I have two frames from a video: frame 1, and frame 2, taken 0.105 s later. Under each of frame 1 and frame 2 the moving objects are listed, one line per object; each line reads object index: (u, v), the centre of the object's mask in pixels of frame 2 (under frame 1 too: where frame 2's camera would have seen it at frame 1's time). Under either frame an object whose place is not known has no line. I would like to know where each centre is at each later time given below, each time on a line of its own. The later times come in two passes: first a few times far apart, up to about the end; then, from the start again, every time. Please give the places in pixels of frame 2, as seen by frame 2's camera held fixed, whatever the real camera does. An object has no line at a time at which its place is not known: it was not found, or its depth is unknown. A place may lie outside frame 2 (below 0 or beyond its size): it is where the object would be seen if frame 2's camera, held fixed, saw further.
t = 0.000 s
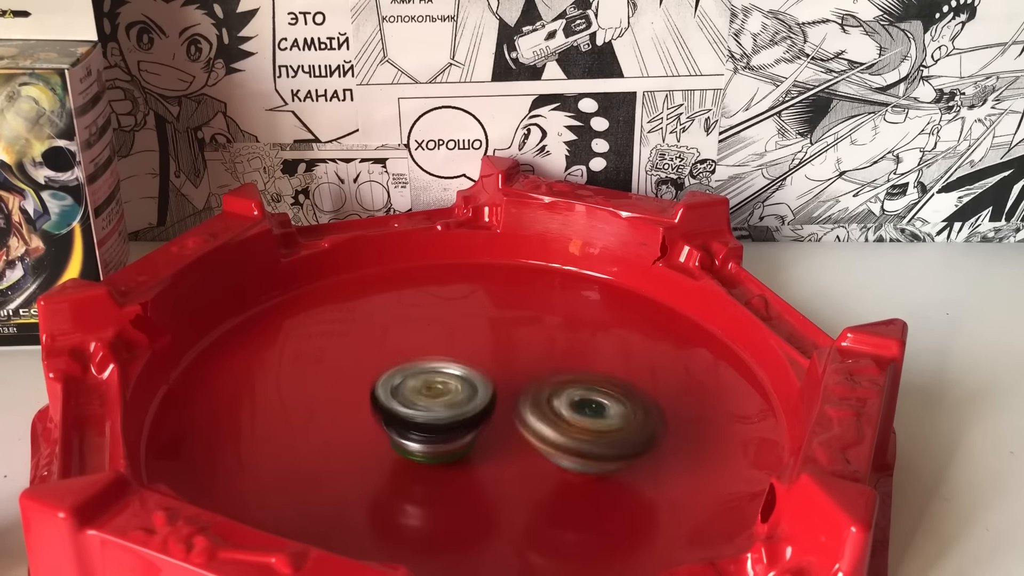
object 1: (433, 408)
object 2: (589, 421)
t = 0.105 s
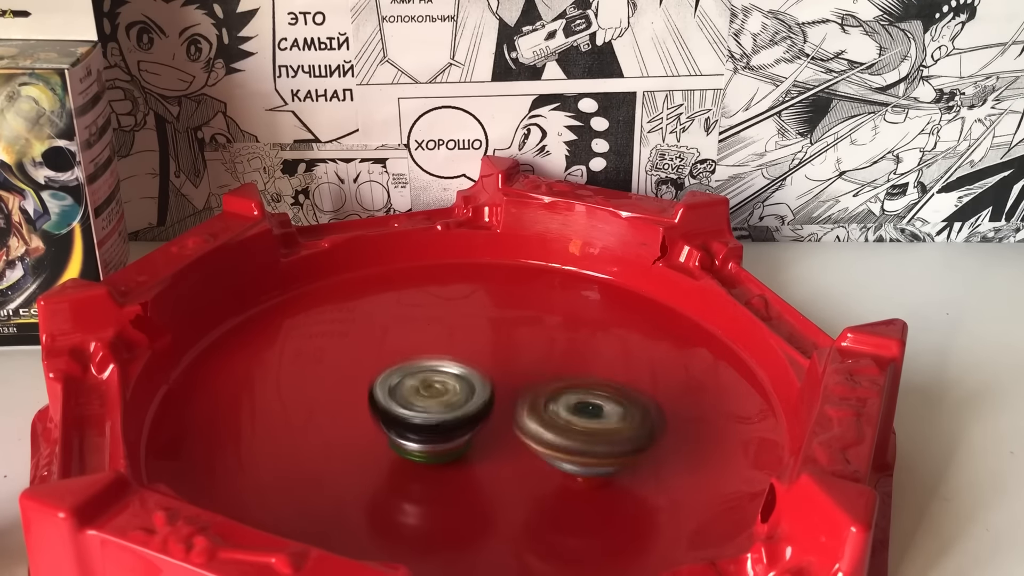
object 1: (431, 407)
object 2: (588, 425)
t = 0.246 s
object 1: (432, 407)
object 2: (586, 425)
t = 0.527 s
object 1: (441, 410)
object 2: (578, 427)
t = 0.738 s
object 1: (425, 413)
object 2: (580, 427)
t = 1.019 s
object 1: (408, 404)
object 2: (569, 428)
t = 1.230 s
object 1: (417, 395)
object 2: (561, 433)
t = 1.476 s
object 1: (434, 398)
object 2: (555, 434)
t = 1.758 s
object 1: (420, 406)
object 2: (551, 436)
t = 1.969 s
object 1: (403, 409)
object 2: (550, 434)
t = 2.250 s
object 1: (392, 398)
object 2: (540, 433)
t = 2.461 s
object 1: (408, 391)
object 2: (534, 433)
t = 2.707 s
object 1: (416, 393)
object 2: (541, 436)
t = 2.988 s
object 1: (410, 394)
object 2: (537, 427)
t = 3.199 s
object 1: (399, 392)
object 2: (530, 423)
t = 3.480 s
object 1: (401, 386)
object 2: (522, 424)
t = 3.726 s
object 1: (391, 383)
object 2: (531, 422)
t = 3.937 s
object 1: (393, 379)
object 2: (523, 412)
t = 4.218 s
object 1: (385, 375)
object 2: (524, 405)
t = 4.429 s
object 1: (390, 375)
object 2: (518, 410)
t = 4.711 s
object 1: (389, 386)
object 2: (527, 408)
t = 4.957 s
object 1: (372, 389)
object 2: (529, 399)
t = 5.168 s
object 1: (372, 391)
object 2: (527, 399)
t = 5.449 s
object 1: (381, 402)
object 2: (529, 410)
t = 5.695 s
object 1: (380, 417)
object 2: (533, 408)
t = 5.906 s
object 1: (375, 424)
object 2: (529, 409)
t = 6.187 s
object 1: (379, 426)
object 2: (527, 420)
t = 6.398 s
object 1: (375, 424)
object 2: (542, 413)
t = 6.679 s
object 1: (390, 416)
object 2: (534, 384)
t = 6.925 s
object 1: (393, 431)
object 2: (515, 373)
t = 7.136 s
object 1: (381, 430)
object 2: (508, 377)
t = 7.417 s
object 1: (398, 423)
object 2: (516, 379)
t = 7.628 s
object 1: (409, 437)
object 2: (547, 368)
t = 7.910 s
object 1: (406, 443)
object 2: (552, 362)
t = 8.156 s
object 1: (421, 438)
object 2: (561, 371)
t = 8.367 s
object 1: (439, 444)
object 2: (574, 374)
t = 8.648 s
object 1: (445, 455)
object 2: (575, 365)
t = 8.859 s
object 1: (451, 450)
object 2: (572, 366)
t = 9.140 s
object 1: (474, 447)
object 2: (573, 369)
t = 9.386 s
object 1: (489, 455)
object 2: (589, 370)
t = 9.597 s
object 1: (491, 454)
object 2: (574, 381)
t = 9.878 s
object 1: (450, 466)
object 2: (573, 345)
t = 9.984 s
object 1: (440, 458)
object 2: (557, 340)
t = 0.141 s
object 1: (431, 407)
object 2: (590, 425)
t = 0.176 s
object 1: (431, 407)
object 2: (591, 426)
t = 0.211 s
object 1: (431, 407)
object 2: (589, 425)
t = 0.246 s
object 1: (432, 407)
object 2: (586, 425)
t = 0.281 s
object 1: (432, 406)
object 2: (584, 426)
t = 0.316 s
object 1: (433, 406)
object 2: (585, 427)
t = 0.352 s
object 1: (434, 407)
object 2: (585, 427)
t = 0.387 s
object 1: (435, 407)
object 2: (585, 426)
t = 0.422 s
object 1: (436, 407)
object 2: (582, 426)
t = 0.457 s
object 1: (437, 408)
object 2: (581, 427)
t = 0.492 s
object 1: (439, 409)
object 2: (579, 429)
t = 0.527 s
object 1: (441, 410)
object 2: (578, 427)
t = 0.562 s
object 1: (441, 412)
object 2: (578, 427)
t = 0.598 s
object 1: (440, 412)
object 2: (578, 428)
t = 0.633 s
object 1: (441, 413)
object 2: (581, 428)
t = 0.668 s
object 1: (440, 413)
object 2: (578, 427)
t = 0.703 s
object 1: (431, 414)
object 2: (580, 427)
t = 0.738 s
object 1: (425, 413)
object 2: (580, 427)
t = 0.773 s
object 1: (423, 413)
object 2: (576, 426)
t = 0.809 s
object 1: (419, 412)
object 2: (572, 427)
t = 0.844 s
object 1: (415, 411)
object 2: (571, 428)
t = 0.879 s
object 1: (413, 410)
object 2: (572, 429)
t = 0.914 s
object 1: (411, 409)
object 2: (574, 429)
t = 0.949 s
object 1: (409, 407)
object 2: (574, 428)
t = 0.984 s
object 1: (408, 405)
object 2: (573, 428)
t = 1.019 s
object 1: (408, 404)
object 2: (569, 428)
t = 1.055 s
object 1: (408, 402)
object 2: (566, 430)
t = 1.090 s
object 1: (408, 401)
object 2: (567, 432)
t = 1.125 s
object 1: (410, 399)
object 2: (567, 431)
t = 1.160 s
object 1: (413, 397)
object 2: (563, 430)
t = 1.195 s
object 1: (414, 396)
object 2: (561, 432)
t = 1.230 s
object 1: (417, 395)
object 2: (561, 433)
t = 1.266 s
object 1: (420, 395)
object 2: (560, 433)
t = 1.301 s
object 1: (422, 395)
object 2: (559, 432)
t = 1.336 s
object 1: (425, 395)
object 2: (558, 433)
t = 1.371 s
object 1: (427, 395)
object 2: (556, 433)
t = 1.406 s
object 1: (430, 396)
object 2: (557, 434)
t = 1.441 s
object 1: (433, 397)
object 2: (556, 434)
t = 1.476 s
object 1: (434, 398)
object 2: (555, 434)
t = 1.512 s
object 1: (432, 399)
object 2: (557, 435)
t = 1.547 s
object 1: (430, 401)
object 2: (560, 436)
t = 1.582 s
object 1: (429, 401)
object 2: (560, 435)
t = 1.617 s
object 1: (427, 402)
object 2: (558, 435)
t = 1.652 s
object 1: (425, 404)
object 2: (555, 435)
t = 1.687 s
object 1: (424, 404)
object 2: (553, 436)
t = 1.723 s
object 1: (422, 405)
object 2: (552, 436)
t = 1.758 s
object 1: (420, 406)
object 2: (551, 436)
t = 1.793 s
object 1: (418, 408)
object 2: (551, 436)
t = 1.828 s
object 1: (416, 408)
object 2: (549, 435)
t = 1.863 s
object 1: (415, 409)
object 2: (546, 435)
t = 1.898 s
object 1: (414, 410)
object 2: (543, 435)
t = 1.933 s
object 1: (409, 410)
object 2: (546, 435)
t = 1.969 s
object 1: (403, 409)
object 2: (550, 434)
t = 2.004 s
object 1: (401, 408)
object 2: (549, 432)
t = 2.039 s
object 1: (398, 407)
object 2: (544, 431)
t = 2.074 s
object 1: (395, 406)
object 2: (539, 433)
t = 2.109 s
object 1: (393, 404)
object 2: (538, 435)
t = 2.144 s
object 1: (392, 403)
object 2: (541, 437)
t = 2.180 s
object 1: (391, 401)
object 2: (543, 436)
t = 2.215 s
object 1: (391, 399)
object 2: (542, 434)
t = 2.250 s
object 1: (392, 398)
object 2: (540, 433)
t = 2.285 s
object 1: (393, 396)
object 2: (536, 433)
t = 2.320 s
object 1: (394, 395)
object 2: (532, 434)
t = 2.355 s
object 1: (397, 394)
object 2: (533, 436)
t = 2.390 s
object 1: (399, 393)
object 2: (536, 438)
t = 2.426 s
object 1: (406, 391)
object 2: (539, 435)
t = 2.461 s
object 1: (408, 391)
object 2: (534, 433)
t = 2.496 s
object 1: (411, 392)
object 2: (530, 433)
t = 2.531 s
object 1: (412, 392)
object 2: (525, 436)
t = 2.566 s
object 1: (416, 392)
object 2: (528, 438)
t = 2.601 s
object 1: (418, 393)
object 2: (533, 437)
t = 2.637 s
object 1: (419, 394)
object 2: (536, 436)
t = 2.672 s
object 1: (419, 394)
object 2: (536, 434)
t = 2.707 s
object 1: (416, 393)
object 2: (541, 436)
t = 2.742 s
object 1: (415, 392)
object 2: (543, 435)
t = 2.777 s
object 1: (414, 392)
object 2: (543, 435)
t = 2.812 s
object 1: (411, 393)
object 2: (541, 434)
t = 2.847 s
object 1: (412, 392)
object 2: (541, 433)
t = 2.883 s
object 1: (411, 393)
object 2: (541, 433)
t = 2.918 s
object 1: (410, 393)
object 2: (539, 432)
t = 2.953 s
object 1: (409, 394)
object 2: (538, 430)
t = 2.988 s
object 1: (410, 394)
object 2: (537, 427)
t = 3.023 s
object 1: (409, 394)
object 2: (533, 426)
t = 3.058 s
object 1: (407, 395)
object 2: (529, 423)
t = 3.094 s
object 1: (406, 394)
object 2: (528, 423)
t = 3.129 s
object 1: (404, 393)
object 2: (528, 424)
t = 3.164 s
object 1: (401, 393)
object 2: (530, 424)
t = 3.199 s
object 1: (399, 392)
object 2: (530, 423)
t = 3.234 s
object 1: (399, 390)
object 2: (529, 422)
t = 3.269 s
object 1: (398, 389)
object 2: (528, 422)
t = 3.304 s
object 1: (397, 388)
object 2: (526, 423)
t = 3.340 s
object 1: (398, 387)
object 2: (530, 424)
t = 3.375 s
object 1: (398, 387)
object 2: (530, 425)
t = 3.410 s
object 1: (398, 386)
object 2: (527, 425)
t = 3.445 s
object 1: (399, 386)
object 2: (524, 424)
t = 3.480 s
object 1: (401, 386)
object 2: (522, 424)
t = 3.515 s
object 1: (401, 387)
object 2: (523, 425)
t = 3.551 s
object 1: (402, 387)
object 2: (522, 425)
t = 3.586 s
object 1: (404, 387)
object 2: (520, 424)
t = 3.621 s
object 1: (400, 388)
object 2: (525, 426)
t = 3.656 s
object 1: (396, 386)
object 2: (528, 426)
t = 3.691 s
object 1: (393, 384)
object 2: (531, 424)
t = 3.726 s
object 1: (391, 383)
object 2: (531, 422)
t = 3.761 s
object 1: (390, 382)
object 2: (531, 421)
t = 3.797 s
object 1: (390, 381)
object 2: (531, 420)
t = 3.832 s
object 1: (389, 380)
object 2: (529, 418)
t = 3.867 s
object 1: (389, 380)
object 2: (528, 415)
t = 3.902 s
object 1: (391, 379)
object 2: (527, 413)
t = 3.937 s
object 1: (393, 379)
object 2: (523, 412)
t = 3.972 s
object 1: (393, 380)
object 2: (520, 409)
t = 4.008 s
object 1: (394, 380)
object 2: (515, 408)
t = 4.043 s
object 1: (394, 380)
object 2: (517, 408)
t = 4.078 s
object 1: (390, 378)
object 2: (521, 408)
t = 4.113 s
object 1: (390, 377)
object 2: (522, 407)
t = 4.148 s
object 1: (388, 376)
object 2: (525, 407)
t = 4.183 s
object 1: (386, 375)
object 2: (524, 406)
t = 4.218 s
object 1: (385, 375)
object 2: (524, 405)
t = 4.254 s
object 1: (386, 374)
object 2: (524, 404)
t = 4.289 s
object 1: (386, 374)
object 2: (520, 404)
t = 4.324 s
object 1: (387, 373)
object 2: (515, 405)
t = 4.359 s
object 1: (389, 374)
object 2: (512, 406)
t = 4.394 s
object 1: (389, 375)
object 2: (513, 408)
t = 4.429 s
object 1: (390, 375)
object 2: (518, 410)
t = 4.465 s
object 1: (391, 376)
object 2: (521, 410)
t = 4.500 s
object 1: (393, 378)
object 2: (527, 409)
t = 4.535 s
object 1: (393, 379)
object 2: (527, 408)
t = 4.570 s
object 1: (394, 381)
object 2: (522, 406)
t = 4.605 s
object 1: (394, 383)
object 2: (519, 406)
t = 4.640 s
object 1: (392, 384)
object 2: (518, 407)
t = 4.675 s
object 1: (389, 385)
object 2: (523, 408)
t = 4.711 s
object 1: (389, 386)
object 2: (527, 408)
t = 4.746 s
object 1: (387, 387)
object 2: (529, 407)
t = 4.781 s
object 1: (383, 388)
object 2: (531, 405)
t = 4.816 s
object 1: (380, 388)
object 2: (535, 404)
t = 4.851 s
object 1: (378, 388)
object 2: (535, 403)
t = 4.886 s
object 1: (376, 389)
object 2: (532, 402)
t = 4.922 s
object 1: (374, 389)
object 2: (532, 399)
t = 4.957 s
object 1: (372, 389)
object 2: (529, 399)
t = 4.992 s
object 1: (371, 389)
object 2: (530, 397)
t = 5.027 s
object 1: (370, 389)
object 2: (529, 397)
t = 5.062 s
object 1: (370, 389)
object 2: (528, 398)
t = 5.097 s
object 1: (371, 390)
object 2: (528, 399)
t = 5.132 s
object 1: (371, 390)
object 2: (526, 398)
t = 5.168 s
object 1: (372, 391)
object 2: (527, 399)
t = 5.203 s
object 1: (373, 392)
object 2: (527, 401)
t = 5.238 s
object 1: (375, 393)
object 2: (526, 401)
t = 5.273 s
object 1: (376, 394)
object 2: (525, 402)
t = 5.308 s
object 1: (377, 395)
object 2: (527, 404)
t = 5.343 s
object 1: (378, 397)
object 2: (525, 405)
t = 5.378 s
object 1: (380, 398)
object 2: (525, 407)
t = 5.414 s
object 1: (381, 400)
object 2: (527, 408)
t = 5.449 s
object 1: (381, 402)
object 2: (529, 410)
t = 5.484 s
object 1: (381, 404)
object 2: (530, 411)
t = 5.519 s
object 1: (382, 406)
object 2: (532, 411)
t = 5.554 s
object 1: (382, 408)
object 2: (533, 411)
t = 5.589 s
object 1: (381, 412)
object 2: (535, 411)
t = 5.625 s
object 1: (382, 413)
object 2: (532, 411)
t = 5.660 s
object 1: (381, 415)
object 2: (531, 410)
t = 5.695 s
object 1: (380, 417)
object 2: (533, 408)
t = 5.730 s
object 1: (379, 418)
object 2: (533, 408)
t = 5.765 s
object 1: (378, 420)
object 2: (530, 408)
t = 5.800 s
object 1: (377, 421)
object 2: (530, 408)
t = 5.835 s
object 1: (376, 422)
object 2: (529, 407)
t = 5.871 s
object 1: (375, 423)
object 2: (528, 408)
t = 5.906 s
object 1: (375, 424)
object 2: (529, 409)
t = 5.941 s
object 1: (375, 425)
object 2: (527, 409)
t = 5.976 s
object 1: (374, 425)
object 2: (525, 410)
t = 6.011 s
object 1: (375, 425)
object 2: (525, 411)
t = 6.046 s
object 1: (376, 426)
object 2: (522, 412)
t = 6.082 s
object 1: (377, 426)
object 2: (518, 413)
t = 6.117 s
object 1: (376, 426)
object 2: (523, 416)
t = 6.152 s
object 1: (376, 427)
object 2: (527, 419)
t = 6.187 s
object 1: (379, 426)
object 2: (527, 420)
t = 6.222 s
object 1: (379, 426)
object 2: (527, 421)
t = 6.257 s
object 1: (379, 426)
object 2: (524, 420)
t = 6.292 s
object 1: (381, 426)
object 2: (525, 419)
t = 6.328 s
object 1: (375, 426)
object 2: (534, 417)
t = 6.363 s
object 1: (375, 425)
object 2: (540, 416)
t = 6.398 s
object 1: (375, 424)
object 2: (542, 413)
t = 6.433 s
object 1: (375, 423)
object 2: (547, 408)
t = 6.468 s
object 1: (375, 422)
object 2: (549, 405)
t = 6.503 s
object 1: (376, 420)
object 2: (547, 400)
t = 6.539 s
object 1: (378, 418)
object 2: (546, 397)
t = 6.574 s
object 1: (382, 418)
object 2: (545, 392)
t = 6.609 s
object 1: (384, 417)
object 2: (543, 387)
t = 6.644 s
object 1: (387, 417)
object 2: (538, 386)
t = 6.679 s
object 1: (390, 416)
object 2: (534, 384)
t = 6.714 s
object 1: (395, 417)
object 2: (530, 380)
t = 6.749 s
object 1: (399, 418)
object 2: (525, 379)
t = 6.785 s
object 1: (401, 420)
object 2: (520, 376)
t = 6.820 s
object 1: (400, 423)
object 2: (517, 377)
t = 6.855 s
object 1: (393, 429)
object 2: (519, 376)
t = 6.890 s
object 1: (393, 431)
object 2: (517, 374)
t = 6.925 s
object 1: (393, 431)
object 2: (515, 373)
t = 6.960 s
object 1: (391, 432)
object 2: (512, 374)
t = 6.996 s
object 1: (385, 432)
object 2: (507, 374)
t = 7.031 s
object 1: (381, 433)
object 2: (503, 375)
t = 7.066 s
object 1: (379, 432)
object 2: (503, 376)
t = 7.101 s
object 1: (381, 430)
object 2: (506, 377)
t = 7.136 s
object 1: (381, 430)
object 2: (508, 377)
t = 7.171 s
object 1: (380, 429)
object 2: (509, 376)
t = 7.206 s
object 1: (381, 426)
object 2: (512, 377)
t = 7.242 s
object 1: (383, 424)
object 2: (512, 378)
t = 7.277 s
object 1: (389, 423)
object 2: (510, 379)
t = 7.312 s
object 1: (393, 423)
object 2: (511, 379)
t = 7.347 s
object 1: (394, 423)
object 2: (512, 380)
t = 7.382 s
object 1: (395, 423)
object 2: (513, 380)
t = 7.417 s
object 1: (398, 423)
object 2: (516, 379)
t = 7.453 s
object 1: (400, 424)
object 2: (523, 378)
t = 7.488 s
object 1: (406, 426)
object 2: (532, 378)
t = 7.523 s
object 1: (408, 429)
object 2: (530, 376)
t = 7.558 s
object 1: (409, 431)
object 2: (533, 372)
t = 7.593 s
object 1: (409, 435)
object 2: (541, 370)
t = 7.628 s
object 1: (409, 437)
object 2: (547, 368)
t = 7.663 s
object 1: (410, 438)
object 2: (549, 366)
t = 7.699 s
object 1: (410, 439)
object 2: (548, 364)
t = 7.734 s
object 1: (410, 441)
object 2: (545, 361)
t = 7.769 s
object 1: (408, 443)
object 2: (545, 359)
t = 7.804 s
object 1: (406, 443)
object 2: (547, 359)
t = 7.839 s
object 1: (405, 444)
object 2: (550, 358)
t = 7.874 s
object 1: (405, 444)
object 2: (551, 361)
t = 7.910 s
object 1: (406, 443)
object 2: (552, 362)
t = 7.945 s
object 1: (407, 442)
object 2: (551, 362)
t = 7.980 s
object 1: (406, 441)
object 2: (553, 361)
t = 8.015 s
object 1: (407, 441)
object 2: (554, 363)
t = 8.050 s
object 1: (409, 440)
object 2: (554, 366)
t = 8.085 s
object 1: (412, 440)
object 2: (551, 367)
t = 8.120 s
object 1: (419, 438)
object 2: (556, 369)
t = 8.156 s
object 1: (421, 438)
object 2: (561, 371)
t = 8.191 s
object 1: (424, 439)
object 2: (564, 372)
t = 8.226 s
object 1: (426, 440)
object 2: (568, 373)
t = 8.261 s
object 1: (430, 441)
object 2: (569, 374)
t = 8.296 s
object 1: (433, 442)
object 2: (571, 375)
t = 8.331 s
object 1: (437, 443)
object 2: (573, 374)
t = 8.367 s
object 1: (439, 444)
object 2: (574, 374)
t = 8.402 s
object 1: (440, 446)
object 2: (571, 373)
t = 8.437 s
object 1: (441, 448)
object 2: (572, 370)
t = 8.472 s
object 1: (443, 450)
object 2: (573, 369)
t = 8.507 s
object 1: (444, 451)
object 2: (570, 370)
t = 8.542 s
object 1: (445, 452)
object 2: (571, 370)
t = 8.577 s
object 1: (446, 453)
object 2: (572, 368)
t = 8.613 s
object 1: (445, 454)
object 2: (574, 366)
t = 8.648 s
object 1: (445, 455)
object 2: (575, 365)
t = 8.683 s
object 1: (445, 455)
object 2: (578, 365)
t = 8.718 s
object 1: (446, 454)
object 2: (580, 365)
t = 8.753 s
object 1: (446, 452)
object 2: (578, 366)
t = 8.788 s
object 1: (447, 452)
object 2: (576, 366)
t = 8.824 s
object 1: (449, 451)
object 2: (574, 366)
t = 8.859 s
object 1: (451, 450)
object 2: (572, 366)
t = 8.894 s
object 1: (454, 448)
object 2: (573, 366)
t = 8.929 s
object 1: (456, 447)
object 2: (577, 367)
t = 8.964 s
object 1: (458, 447)
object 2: (580, 369)
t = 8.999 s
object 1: (460, 446)
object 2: (580, 370)
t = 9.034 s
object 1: (463, 447)
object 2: (576, 370)
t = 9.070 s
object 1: (467, 446)
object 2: (573, 370)
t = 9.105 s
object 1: (471, 446)
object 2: (572, 370)
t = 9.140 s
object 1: (474, 447)
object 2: (573, 369)
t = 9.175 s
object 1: (477, 448)
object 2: (573, 370)
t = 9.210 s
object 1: (479, 449)
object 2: (571, 368)
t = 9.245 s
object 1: (482, 451)
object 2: (573, 366)
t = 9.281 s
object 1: (485, 451)
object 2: (575, 367)
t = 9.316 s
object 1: (486, 452)
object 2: (579, 365)
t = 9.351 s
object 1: (487, 453)
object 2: (584, 367)
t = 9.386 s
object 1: (489, 455)
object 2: (589, 370)
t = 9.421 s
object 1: (490, 455)
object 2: (585, 372)
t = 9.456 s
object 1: (490, 455)
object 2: (579, 373)
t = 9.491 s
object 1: (490, 455)
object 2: (576, 374)
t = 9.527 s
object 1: (490, 454)
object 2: (574, 376)
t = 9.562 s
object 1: (490, 454)
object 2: (574, 379)
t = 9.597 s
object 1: (491, 454)
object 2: (574, 381)
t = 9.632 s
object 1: (490, 452)
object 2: (572, 381)
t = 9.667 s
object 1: (487, 450)
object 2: (567, 380)
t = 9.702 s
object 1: (486, 452)
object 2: (563, 380)
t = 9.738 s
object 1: (473, 461)
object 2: (563, 376)
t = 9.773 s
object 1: (465, 467)
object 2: (562, 370)
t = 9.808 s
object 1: (459, 469)
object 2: (565, 356)
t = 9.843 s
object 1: (454, 469)
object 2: (569, 350)
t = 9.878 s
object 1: (450, 466)
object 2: (573, 345)
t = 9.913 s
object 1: (446, 464)
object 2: (569, 342)
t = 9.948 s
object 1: (442, 461)
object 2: (565, 340)
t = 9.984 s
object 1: (440, 458)
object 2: (557, 340)
